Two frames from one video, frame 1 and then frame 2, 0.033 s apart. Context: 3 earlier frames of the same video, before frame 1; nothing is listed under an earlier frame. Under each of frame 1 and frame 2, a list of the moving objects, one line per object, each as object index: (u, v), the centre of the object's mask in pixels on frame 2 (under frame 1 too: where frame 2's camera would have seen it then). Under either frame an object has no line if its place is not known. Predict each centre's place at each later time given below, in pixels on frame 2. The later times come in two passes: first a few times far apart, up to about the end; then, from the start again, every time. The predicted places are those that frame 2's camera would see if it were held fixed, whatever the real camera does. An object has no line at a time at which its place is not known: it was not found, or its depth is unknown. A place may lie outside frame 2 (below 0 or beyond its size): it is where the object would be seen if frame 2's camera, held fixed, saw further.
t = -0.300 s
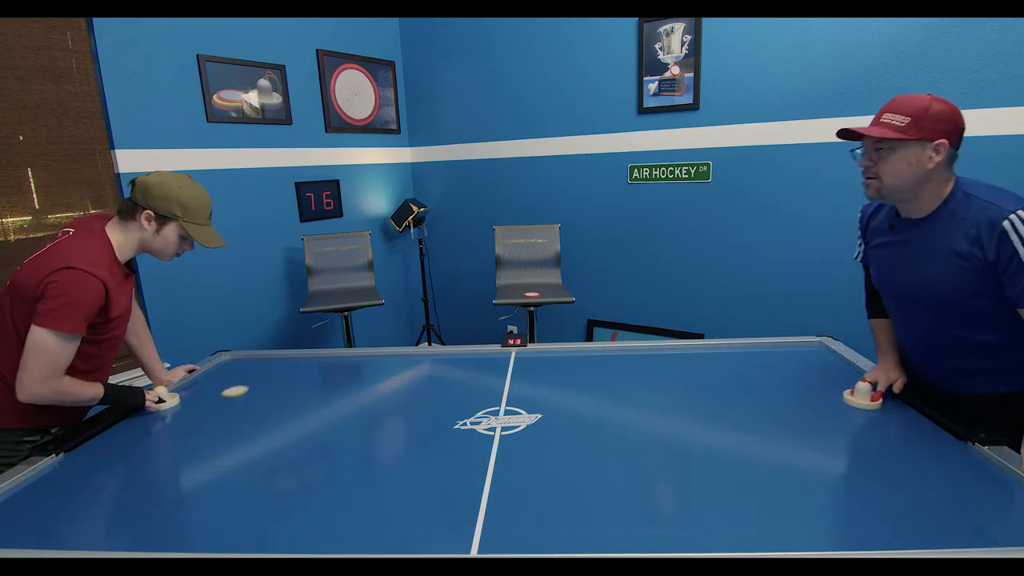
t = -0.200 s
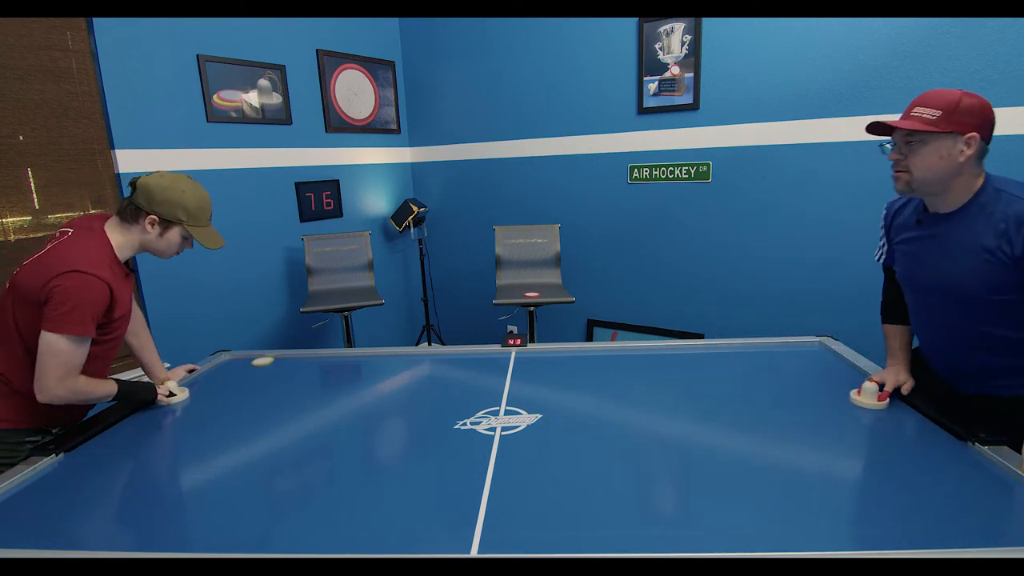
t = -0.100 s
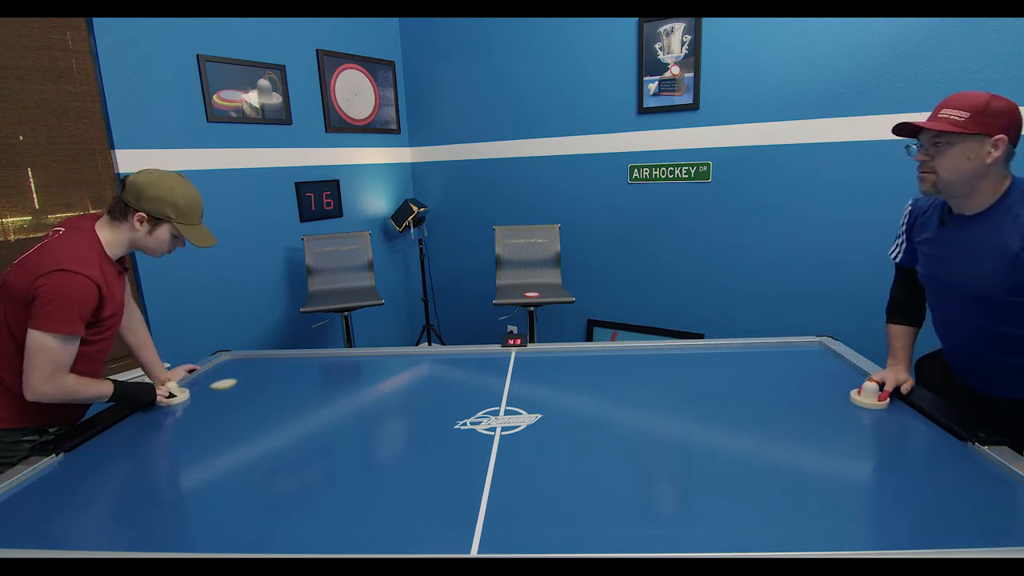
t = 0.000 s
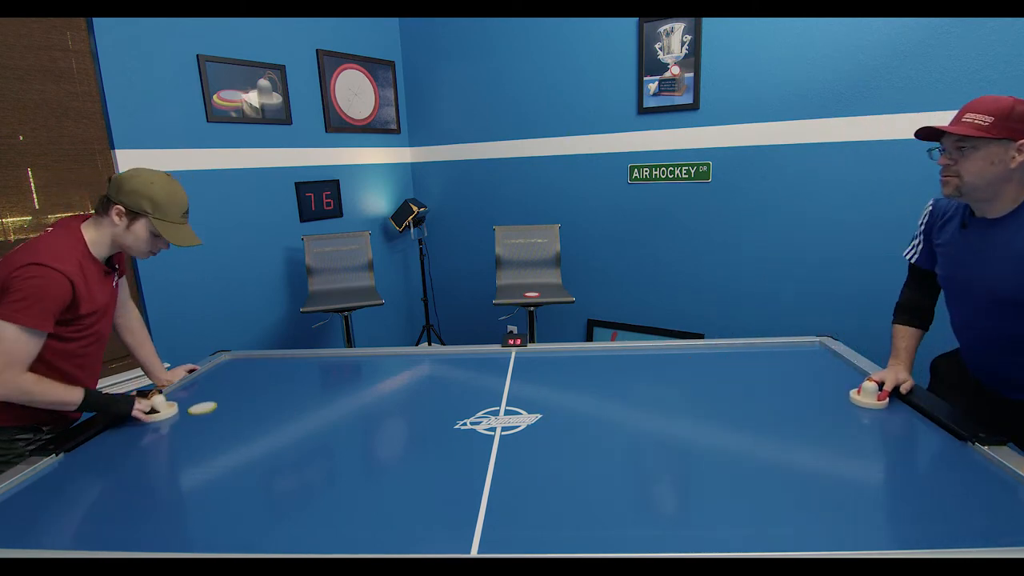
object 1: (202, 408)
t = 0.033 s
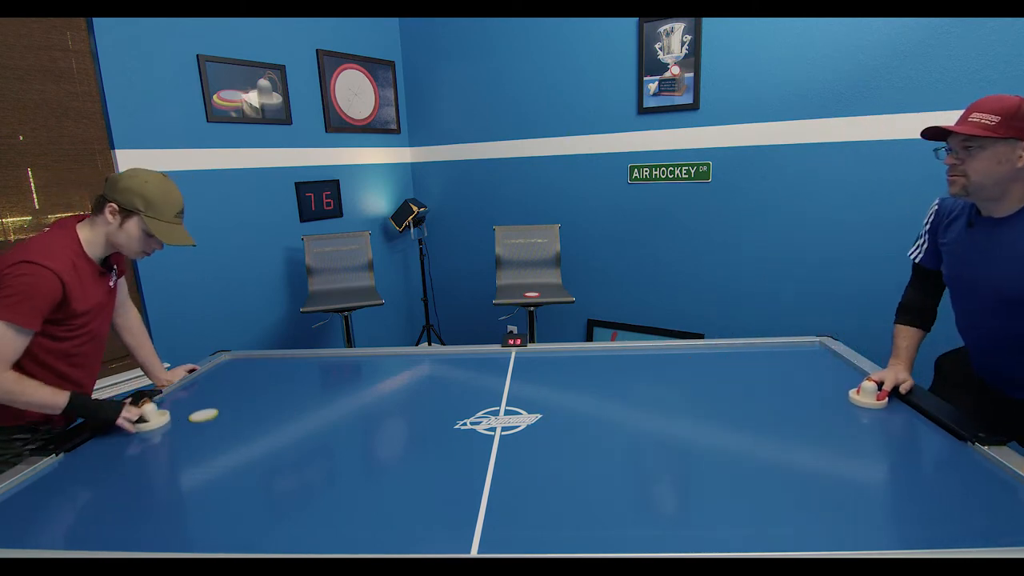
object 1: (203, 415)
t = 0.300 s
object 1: (216, 494)
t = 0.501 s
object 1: (289, 511)
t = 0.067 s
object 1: (204, 423)
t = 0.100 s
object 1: (205, 431)
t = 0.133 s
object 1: (206, 440)
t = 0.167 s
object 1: (208, 449)
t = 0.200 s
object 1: (210, 459)
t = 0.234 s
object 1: (211, 470)
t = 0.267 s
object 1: (213, 481)
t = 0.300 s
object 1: (216, 494)
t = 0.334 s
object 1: (218, 507)
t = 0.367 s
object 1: (221, 522)
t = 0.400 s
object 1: (224, 538)
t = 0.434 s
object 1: (241, 537)
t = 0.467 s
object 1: (265, 524)
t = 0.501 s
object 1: (289, 511)
